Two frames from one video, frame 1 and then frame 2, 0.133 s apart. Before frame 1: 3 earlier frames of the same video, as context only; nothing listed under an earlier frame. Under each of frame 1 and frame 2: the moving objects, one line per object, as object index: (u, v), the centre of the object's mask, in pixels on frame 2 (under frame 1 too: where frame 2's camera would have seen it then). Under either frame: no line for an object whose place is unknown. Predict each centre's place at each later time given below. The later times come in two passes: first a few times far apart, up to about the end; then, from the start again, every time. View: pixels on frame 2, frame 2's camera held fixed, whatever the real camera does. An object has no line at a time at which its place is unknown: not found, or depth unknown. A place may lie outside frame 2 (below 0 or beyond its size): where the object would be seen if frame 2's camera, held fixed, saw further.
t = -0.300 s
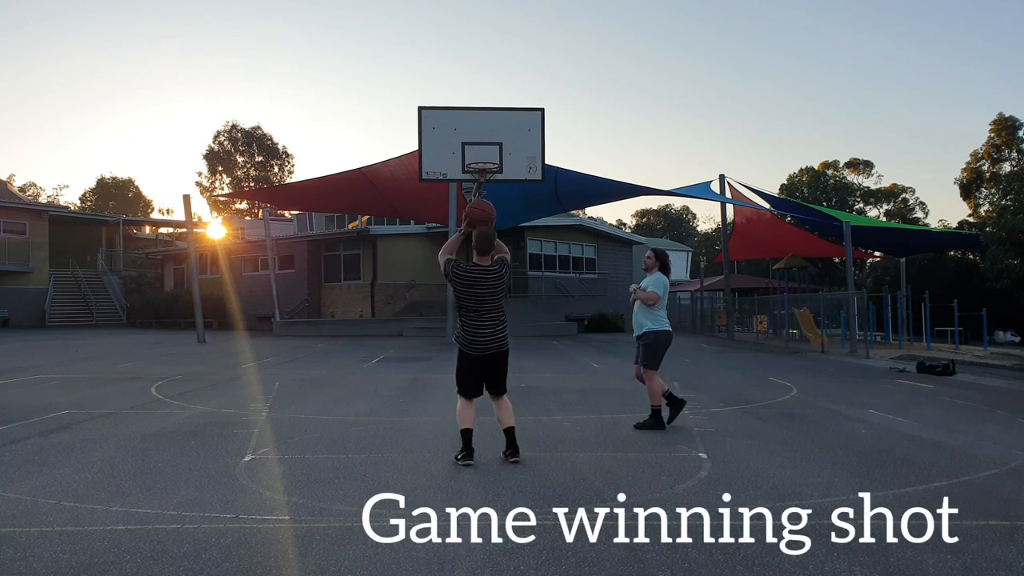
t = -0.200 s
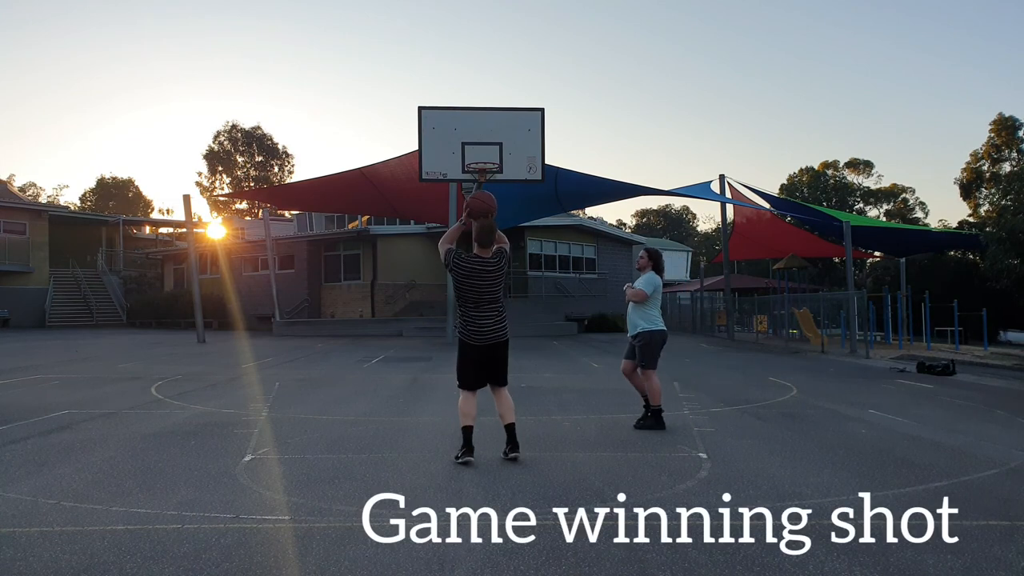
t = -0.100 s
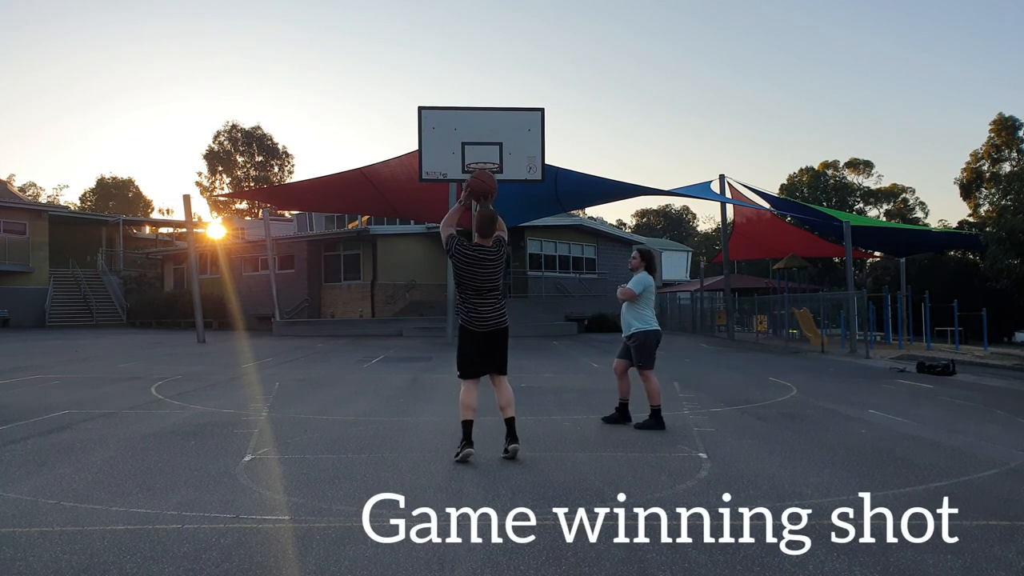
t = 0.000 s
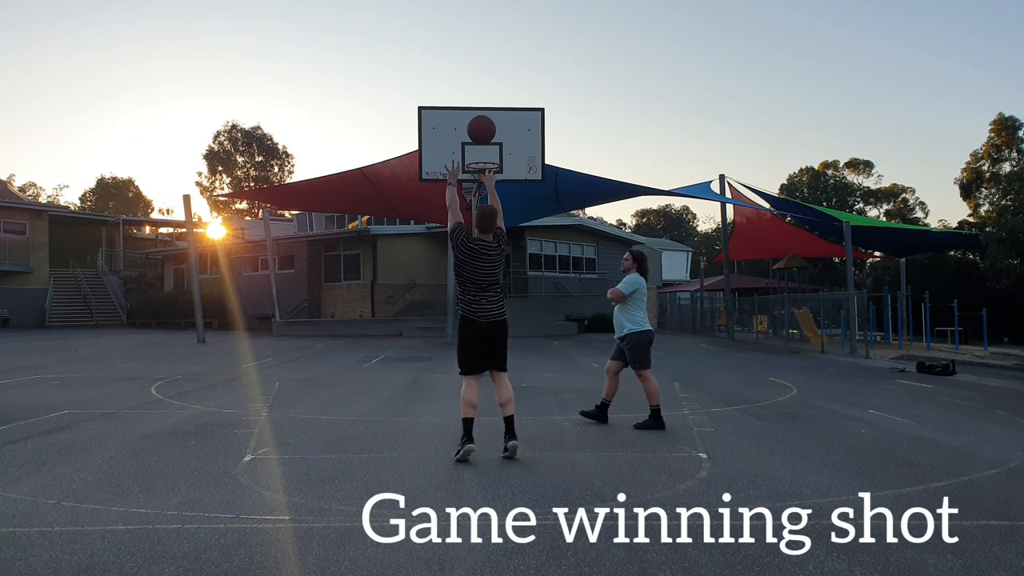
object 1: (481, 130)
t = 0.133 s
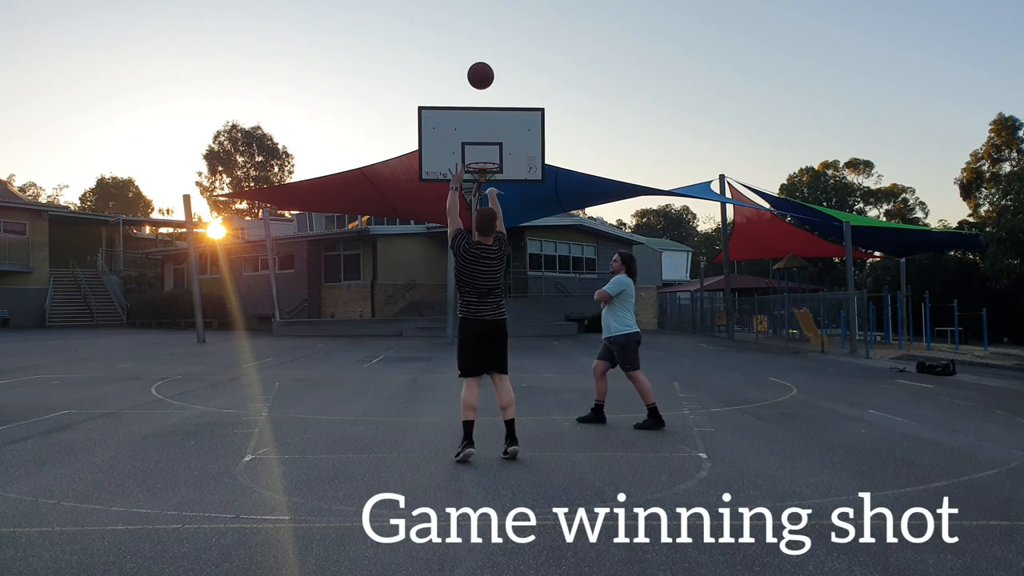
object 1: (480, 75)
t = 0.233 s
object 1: (480, 52)
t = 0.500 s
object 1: (480, 46)
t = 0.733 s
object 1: (482, 89)
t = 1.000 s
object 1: (484, 172)
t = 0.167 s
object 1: (480, 66)
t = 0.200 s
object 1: (480, 59)
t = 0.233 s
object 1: (480, 52)
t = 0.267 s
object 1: (480, 47)
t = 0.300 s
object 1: (480, 41)
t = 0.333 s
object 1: (480, 41)
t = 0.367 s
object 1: (480, 40)
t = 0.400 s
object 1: (480, 40)
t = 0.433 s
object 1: (480, 41)
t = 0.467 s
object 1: (480, 43)
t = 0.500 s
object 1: (480, 46)
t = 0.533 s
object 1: (480, 50)
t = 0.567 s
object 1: (481, 55)
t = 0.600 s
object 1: (481, 60)
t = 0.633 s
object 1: (481, 66)
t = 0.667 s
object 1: (481, 73)
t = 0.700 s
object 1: (481, 81)
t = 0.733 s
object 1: (482, 89)
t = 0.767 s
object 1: (482, 98)
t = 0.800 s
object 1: (482, 107)
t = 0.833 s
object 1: (483, 117)
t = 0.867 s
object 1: (483, 128)
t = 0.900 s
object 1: (484, 138)
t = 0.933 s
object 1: (484, 150)
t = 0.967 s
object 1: (484, 162)
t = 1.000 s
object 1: (484, 172)
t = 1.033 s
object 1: (484, 182)
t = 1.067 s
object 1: (481, 191)
